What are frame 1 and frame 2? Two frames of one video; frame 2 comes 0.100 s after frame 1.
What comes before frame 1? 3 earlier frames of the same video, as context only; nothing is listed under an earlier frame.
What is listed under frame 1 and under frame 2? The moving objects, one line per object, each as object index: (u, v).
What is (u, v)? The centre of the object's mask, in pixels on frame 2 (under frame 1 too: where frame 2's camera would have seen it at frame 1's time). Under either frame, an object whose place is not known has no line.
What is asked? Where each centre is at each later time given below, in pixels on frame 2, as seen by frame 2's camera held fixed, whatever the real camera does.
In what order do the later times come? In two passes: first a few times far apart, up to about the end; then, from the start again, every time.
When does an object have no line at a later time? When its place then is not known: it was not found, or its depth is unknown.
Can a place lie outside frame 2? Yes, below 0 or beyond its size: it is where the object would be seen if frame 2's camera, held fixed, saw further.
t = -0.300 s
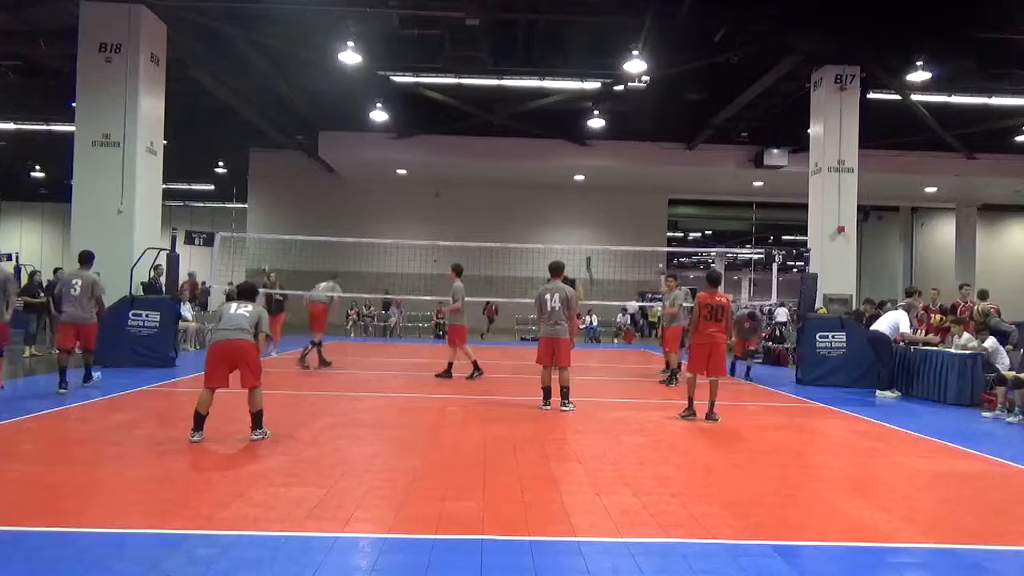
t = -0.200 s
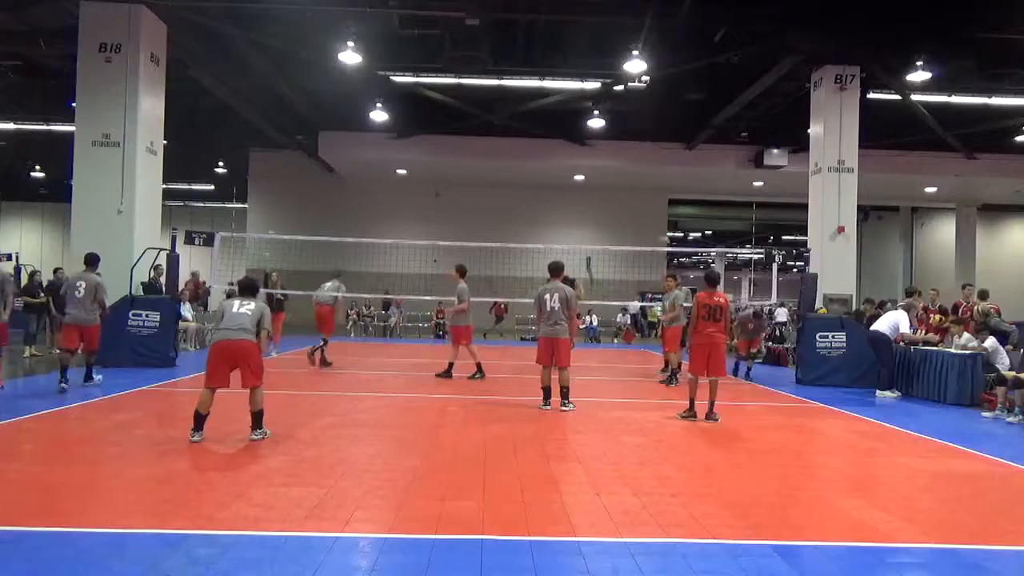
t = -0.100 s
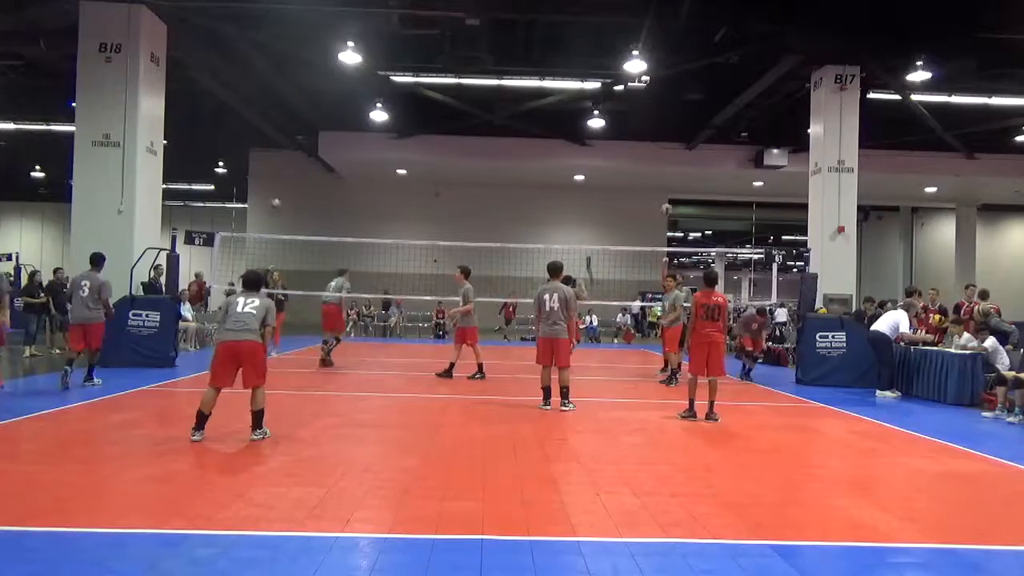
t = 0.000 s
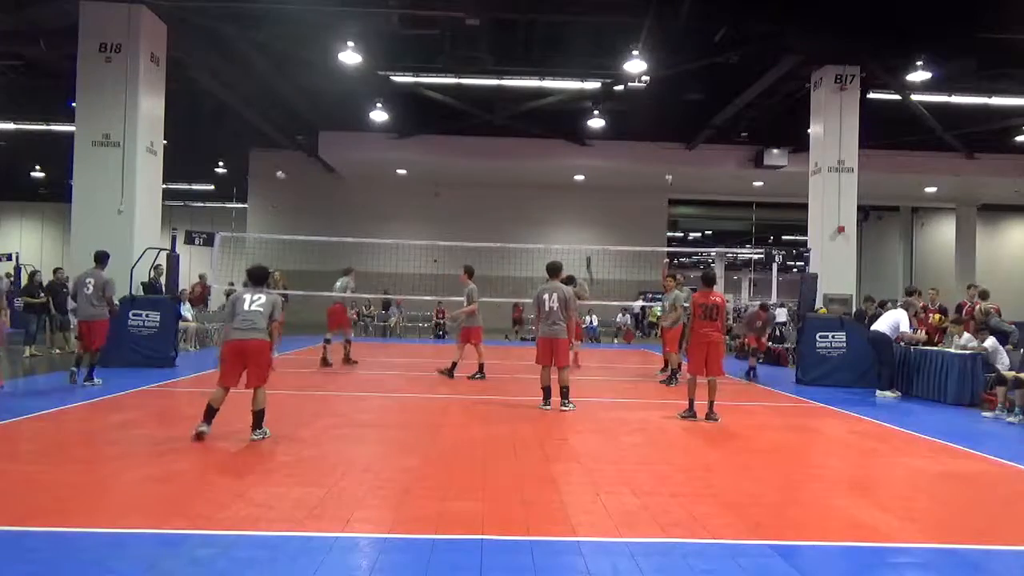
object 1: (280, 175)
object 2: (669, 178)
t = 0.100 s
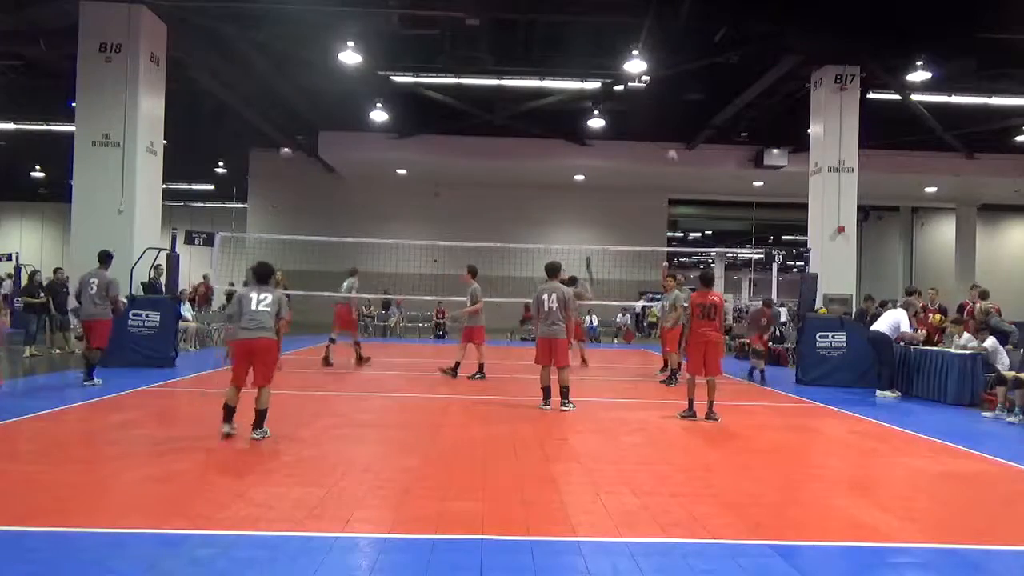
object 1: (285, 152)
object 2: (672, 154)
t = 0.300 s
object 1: (296, 124)
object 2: (676, 122)
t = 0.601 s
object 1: (314, 118)
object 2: (686, 116)
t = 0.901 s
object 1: (335, 180)
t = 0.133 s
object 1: (287, 146)
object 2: (672, 147)
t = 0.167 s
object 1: (288, 141)
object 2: (674, 141)
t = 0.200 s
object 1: (291, 135)
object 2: (674, 136)
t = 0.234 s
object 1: (292, 131)
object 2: (675, 131)
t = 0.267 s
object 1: (294, 126)
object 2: (675, 125)
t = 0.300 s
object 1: (296, 124)
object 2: (676, 122)
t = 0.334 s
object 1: (298, 119)
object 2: (677, 118)
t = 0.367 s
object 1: (300, 116)
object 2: (679, 116)
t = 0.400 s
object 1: (302, 114)
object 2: (680, 114)
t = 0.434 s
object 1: (304, 113)
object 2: (681, 112)
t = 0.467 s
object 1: (306, 112)
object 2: (682, 111)
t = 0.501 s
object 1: (308, 112)
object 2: (683, 112)
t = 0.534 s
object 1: (310, 113)
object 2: (684, 112)
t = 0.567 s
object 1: (312, 115)
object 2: (685, 114)
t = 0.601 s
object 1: (314, 118)
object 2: (686, 116)
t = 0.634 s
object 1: (315, 121)
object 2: (688, 119)
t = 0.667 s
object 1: (317, 124)
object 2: (688, 123)
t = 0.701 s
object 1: (319, 129)
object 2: (690, 128)
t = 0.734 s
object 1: (322, 135)
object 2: (691, 133)
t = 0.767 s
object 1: (321, 141)
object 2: (693, 139)
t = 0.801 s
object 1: (326, 148)
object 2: (694, 147)
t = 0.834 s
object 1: (329, 160)
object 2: (696, 154)
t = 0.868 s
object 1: (331, 168)
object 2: (697, 168)
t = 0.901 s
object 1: (335, 180)
